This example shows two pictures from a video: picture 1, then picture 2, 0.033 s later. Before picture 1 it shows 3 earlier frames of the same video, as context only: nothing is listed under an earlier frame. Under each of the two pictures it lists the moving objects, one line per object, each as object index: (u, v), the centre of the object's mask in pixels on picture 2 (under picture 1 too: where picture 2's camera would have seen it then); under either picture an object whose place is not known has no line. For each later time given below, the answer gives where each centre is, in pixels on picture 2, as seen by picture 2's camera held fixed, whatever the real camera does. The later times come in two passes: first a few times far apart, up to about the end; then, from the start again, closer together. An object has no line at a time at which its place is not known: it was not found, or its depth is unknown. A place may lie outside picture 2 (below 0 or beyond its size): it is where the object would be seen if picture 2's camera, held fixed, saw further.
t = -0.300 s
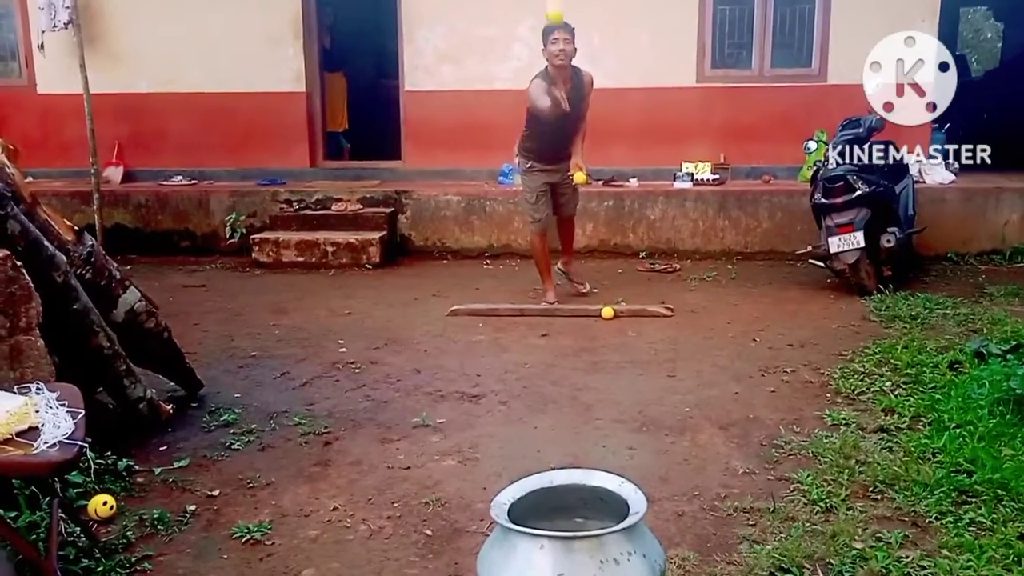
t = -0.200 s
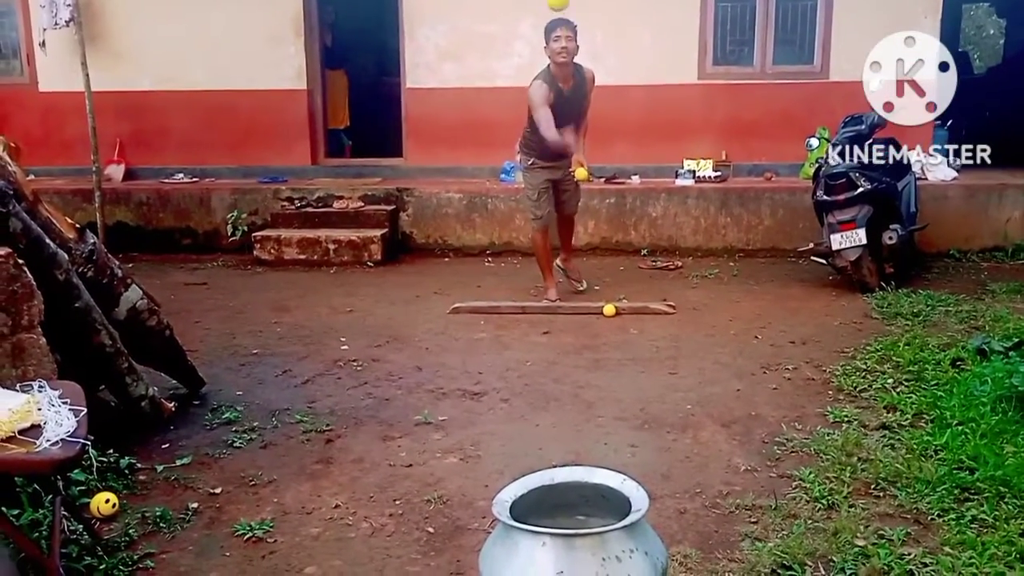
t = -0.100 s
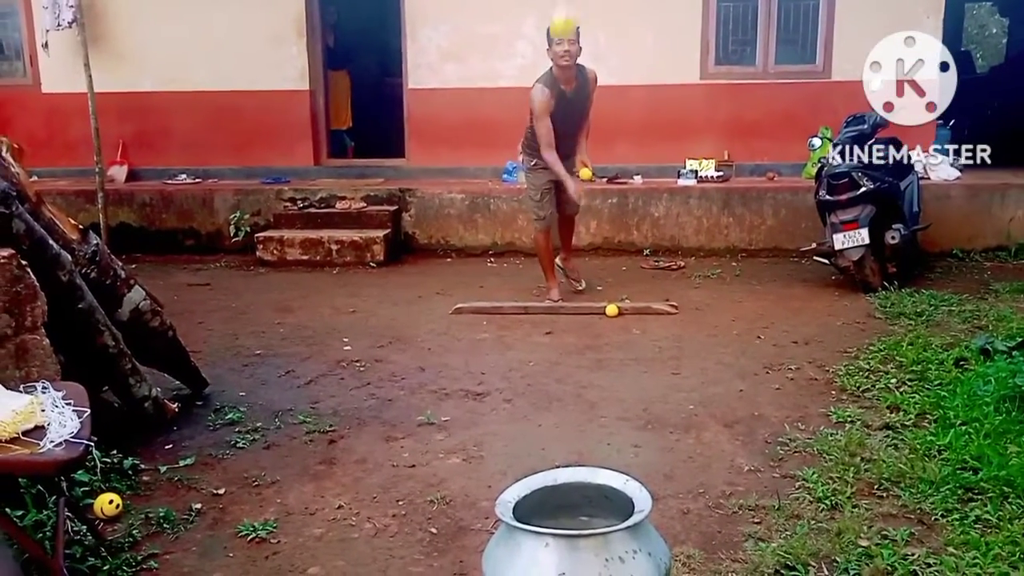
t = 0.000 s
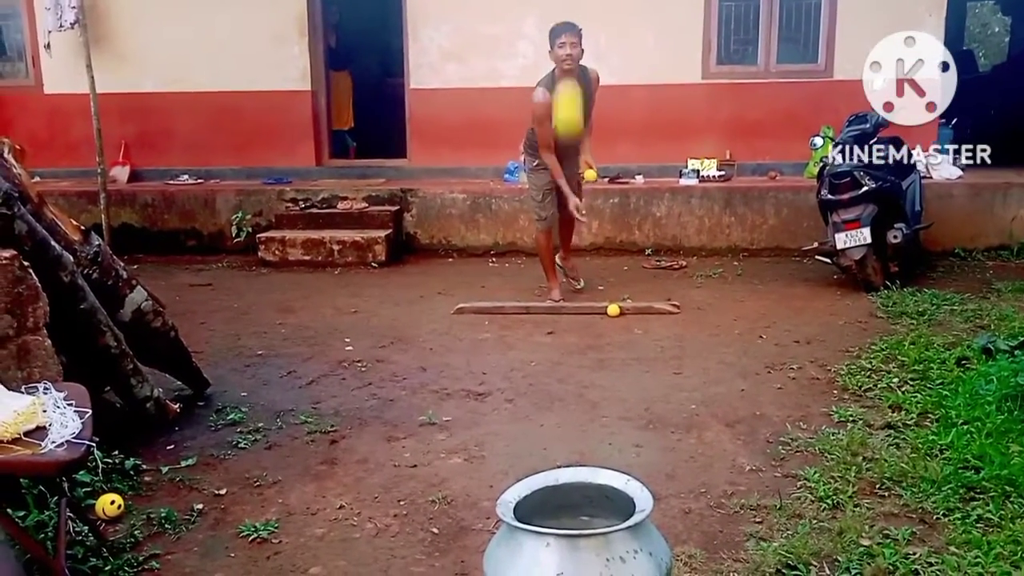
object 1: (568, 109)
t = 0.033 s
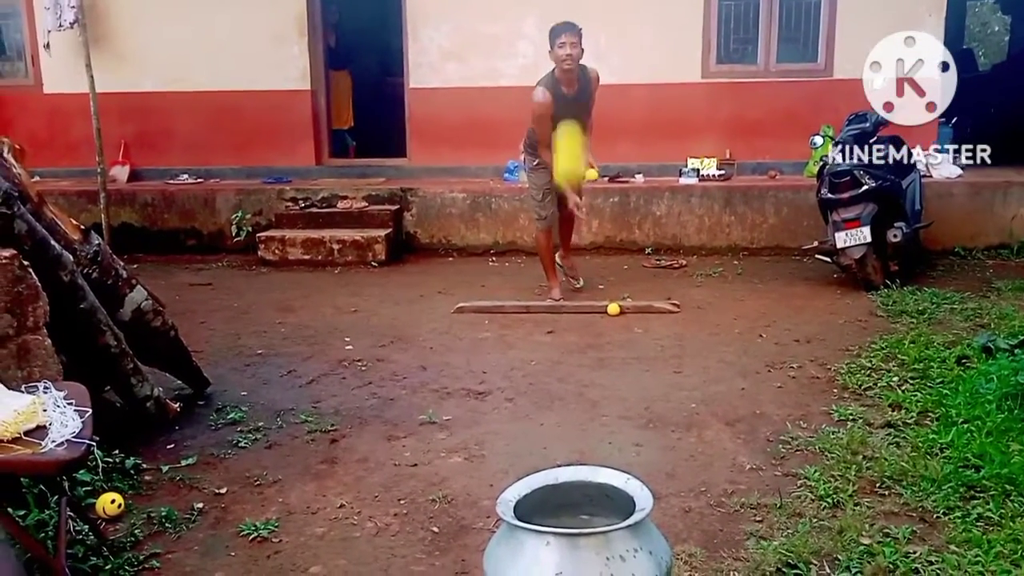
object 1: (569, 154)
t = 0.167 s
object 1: (574, 444)
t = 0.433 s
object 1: (600, 452)
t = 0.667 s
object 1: (619, 355)
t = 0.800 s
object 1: (628, 378)
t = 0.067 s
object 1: (570, 215)
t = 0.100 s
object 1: (571, 288)
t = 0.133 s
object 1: (571, 379)
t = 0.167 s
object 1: (574, 444)
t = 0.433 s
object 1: (600, 452)
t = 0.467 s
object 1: (603, 430)
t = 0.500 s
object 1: (606, 405)
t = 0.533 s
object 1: (609, 386)
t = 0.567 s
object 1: (612, 372)
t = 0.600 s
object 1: (614, 362)
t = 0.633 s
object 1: (617, 356)
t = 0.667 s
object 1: (619, 355)
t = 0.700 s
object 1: (621, 356)
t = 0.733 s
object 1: (624, 360)
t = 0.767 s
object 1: (626, 368)
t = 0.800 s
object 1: (628, 378)
